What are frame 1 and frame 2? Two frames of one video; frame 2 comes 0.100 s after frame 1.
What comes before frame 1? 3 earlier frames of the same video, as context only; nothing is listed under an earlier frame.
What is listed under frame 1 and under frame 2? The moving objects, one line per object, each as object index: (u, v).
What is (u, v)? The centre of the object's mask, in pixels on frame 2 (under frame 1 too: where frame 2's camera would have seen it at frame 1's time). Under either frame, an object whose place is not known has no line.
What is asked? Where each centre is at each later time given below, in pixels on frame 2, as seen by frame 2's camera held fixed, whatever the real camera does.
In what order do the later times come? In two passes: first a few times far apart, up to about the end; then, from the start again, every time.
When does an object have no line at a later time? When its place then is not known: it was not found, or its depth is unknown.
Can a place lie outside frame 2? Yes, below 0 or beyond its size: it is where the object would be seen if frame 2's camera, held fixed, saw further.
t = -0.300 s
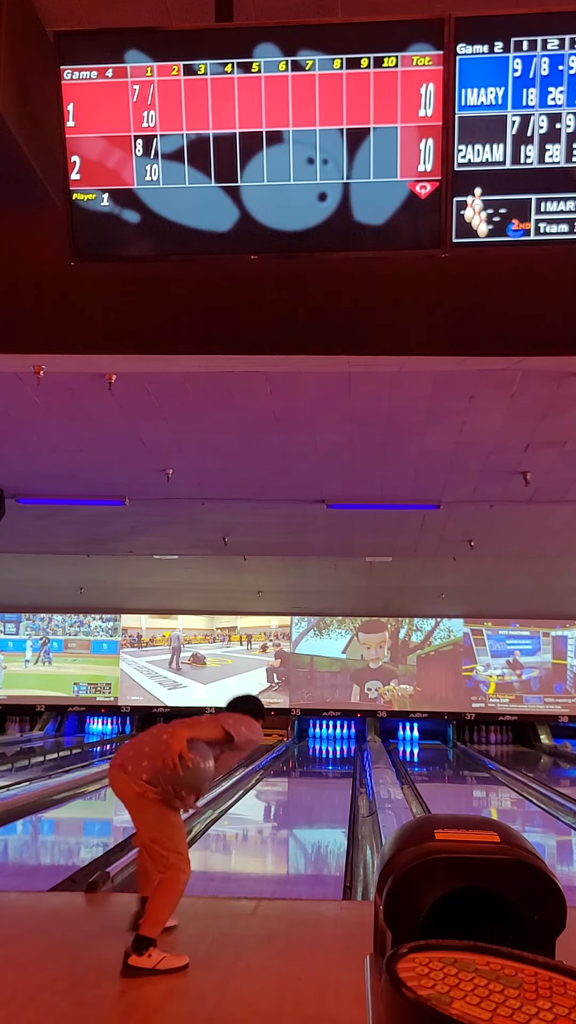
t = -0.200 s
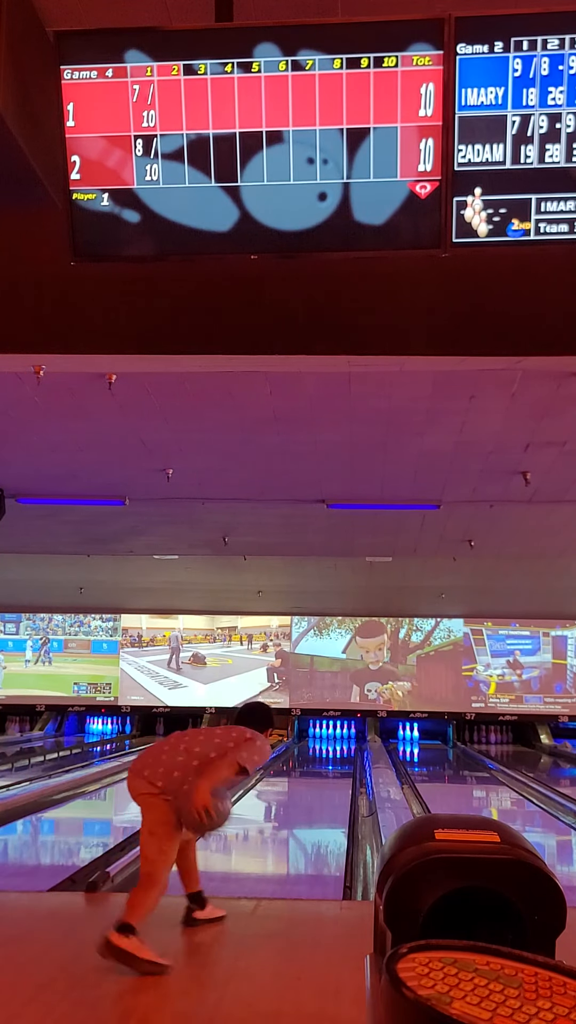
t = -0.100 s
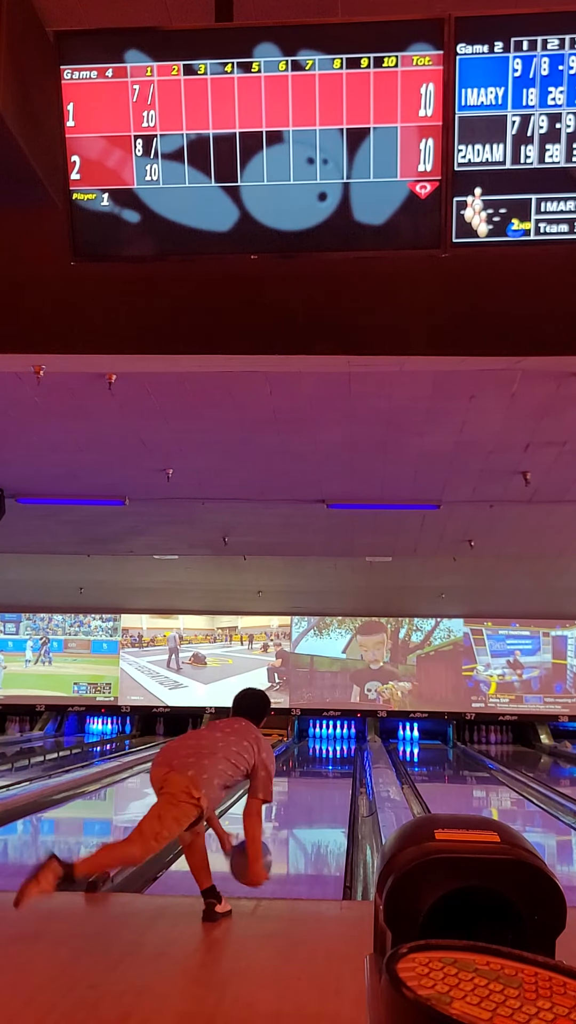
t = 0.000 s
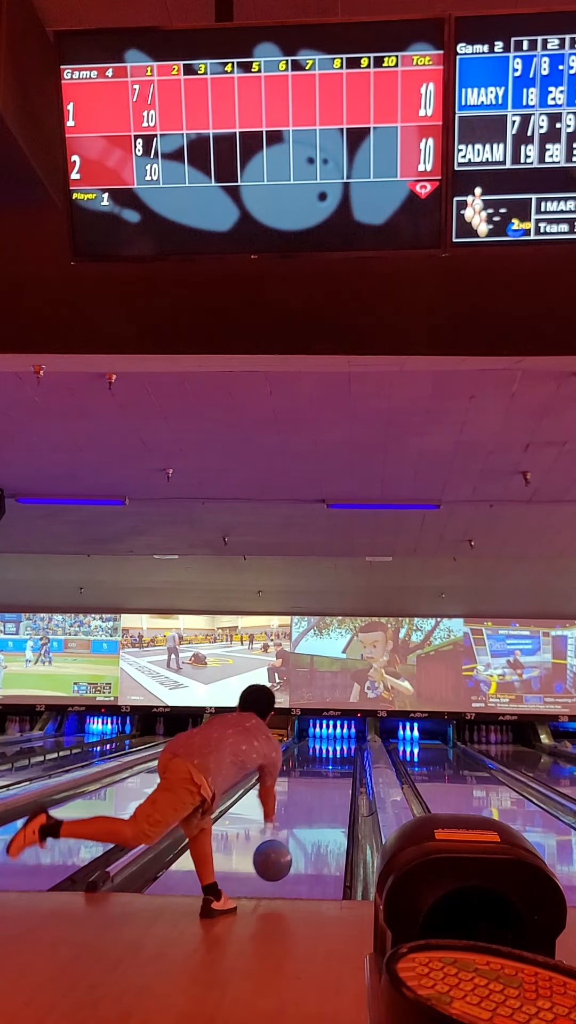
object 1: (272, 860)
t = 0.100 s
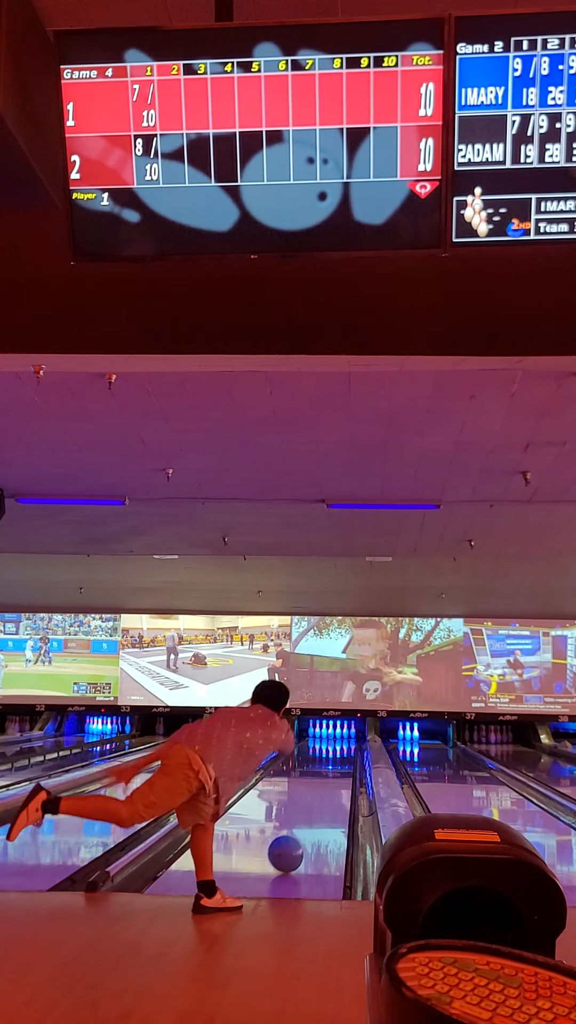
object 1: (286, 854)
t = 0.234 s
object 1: (300, 834)
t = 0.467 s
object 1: (317, 808)
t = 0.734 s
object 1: (331, 789)
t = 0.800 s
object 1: (334, 786)
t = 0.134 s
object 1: (289, 849)
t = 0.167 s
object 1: (293, 844)
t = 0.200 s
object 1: (297, 839)
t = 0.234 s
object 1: (300, 834)
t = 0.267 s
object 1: (303, 830)
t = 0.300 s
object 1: (305, 825)
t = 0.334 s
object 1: (308, 821)
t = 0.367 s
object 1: (311, 818)
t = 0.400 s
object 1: (313, 814)
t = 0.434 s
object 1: (315, 811)
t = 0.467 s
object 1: (317, 808)
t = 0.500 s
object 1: (320, 812)
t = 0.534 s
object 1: (322, 803)
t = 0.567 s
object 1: (323, 800)
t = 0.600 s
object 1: (325, 798)
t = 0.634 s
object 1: (326, 796)
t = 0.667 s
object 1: (328, 793)
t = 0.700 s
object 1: (329, 791)
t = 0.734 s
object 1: (331, 789)
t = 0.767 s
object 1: (332, 787)
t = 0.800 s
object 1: (334, 786)
